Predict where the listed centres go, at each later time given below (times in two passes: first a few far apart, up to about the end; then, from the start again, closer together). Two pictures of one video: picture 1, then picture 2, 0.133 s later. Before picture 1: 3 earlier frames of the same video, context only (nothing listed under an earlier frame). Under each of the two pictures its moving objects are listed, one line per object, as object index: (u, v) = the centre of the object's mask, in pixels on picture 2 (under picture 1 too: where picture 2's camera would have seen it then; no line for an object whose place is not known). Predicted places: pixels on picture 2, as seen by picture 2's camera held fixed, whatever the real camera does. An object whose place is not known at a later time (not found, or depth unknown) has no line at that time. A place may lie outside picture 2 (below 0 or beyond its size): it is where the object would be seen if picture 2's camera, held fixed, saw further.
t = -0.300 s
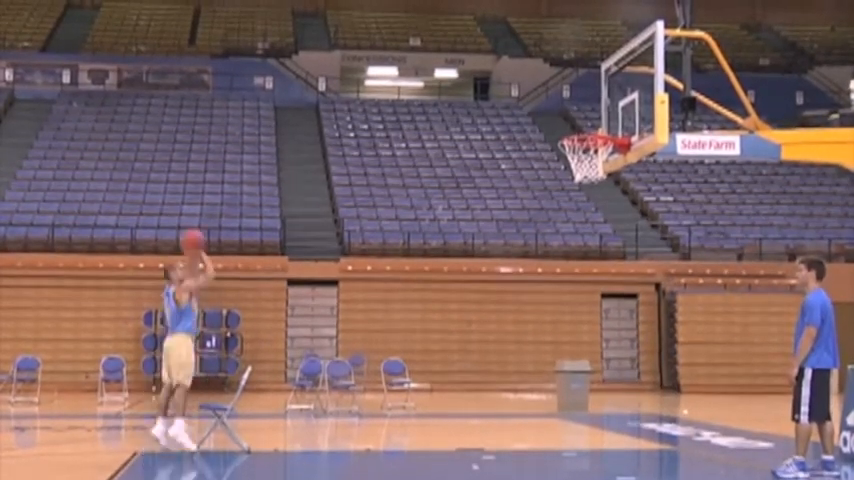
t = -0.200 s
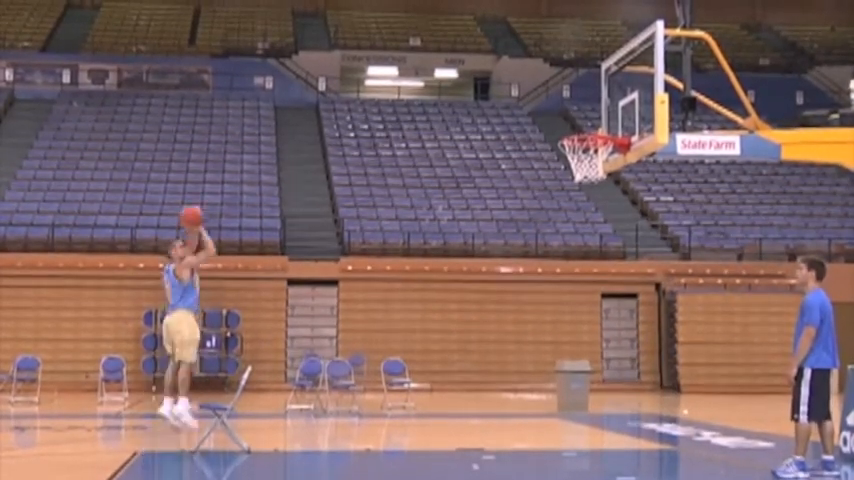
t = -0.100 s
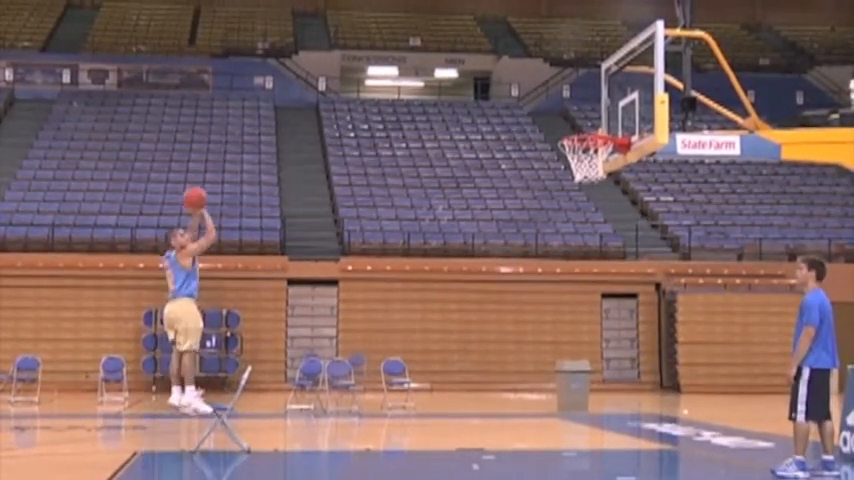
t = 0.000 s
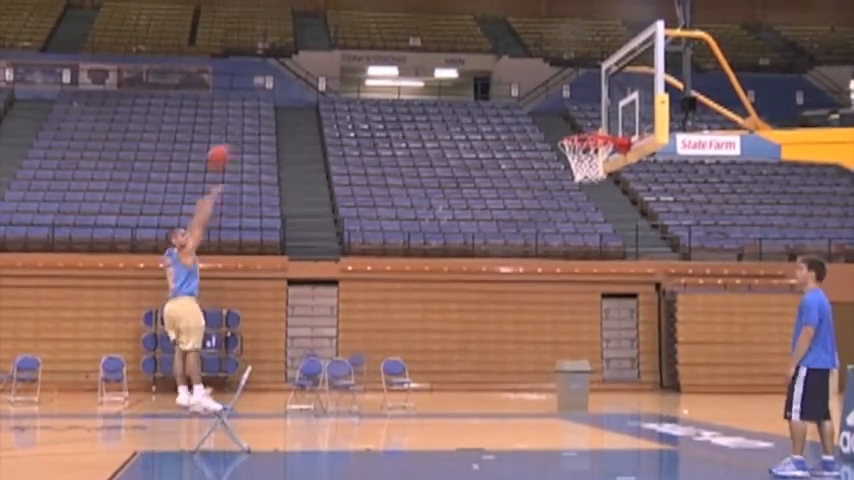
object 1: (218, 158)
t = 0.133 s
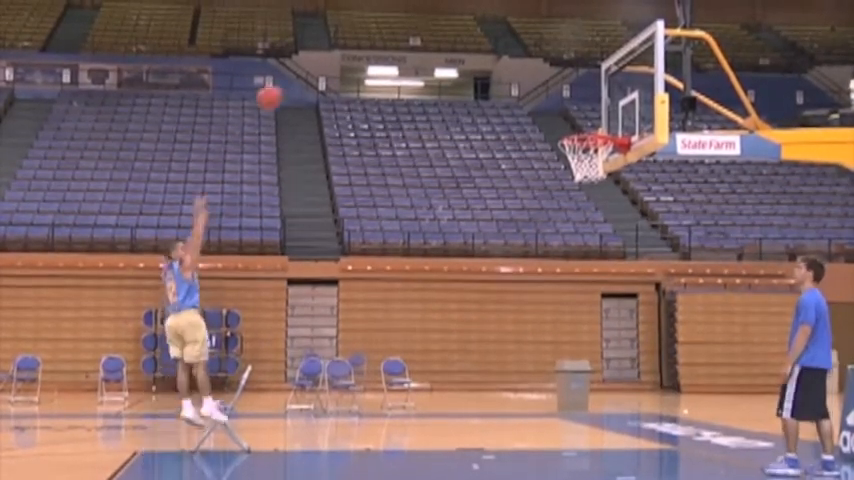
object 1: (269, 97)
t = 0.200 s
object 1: (293, 75)
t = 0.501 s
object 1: (406, 25)
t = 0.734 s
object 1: (493, 46)
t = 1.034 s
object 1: (604, 148)
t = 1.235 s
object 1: (612, 197)
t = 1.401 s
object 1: (619, 264)
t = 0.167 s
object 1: (282, 85)
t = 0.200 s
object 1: (293, 75)
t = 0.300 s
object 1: (332, 47)
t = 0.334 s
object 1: (344, 41)
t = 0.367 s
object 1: (356, 36)
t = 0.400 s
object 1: (369, 32)
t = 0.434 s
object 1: (381, 29)
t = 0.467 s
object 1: (393, 27)
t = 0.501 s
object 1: (406, 25)
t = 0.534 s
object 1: (418, 25)
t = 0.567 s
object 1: (430, 26)
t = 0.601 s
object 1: (442, 28)
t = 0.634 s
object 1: (455, 31)
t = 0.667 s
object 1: (468, 35)
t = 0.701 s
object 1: (479, 40)
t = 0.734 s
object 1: (493, 46)
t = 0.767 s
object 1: (505, 54)
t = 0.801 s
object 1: (518, 62)
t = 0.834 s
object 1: (530, 72)
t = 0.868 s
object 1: (543, 83)
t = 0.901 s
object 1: (556, 96)
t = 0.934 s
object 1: (567, 108)
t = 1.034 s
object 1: (604, 148)
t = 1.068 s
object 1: (611, 162)
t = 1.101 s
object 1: (607, 167)
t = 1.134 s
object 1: (609, 171)
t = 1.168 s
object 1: (611, 178)
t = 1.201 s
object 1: (612, 187)
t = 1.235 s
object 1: (612, 197)
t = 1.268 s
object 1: (614, 209)
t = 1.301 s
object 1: (615, 219)
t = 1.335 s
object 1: (616, 233)
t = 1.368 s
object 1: (617, 249)
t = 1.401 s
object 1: (619, 264)
